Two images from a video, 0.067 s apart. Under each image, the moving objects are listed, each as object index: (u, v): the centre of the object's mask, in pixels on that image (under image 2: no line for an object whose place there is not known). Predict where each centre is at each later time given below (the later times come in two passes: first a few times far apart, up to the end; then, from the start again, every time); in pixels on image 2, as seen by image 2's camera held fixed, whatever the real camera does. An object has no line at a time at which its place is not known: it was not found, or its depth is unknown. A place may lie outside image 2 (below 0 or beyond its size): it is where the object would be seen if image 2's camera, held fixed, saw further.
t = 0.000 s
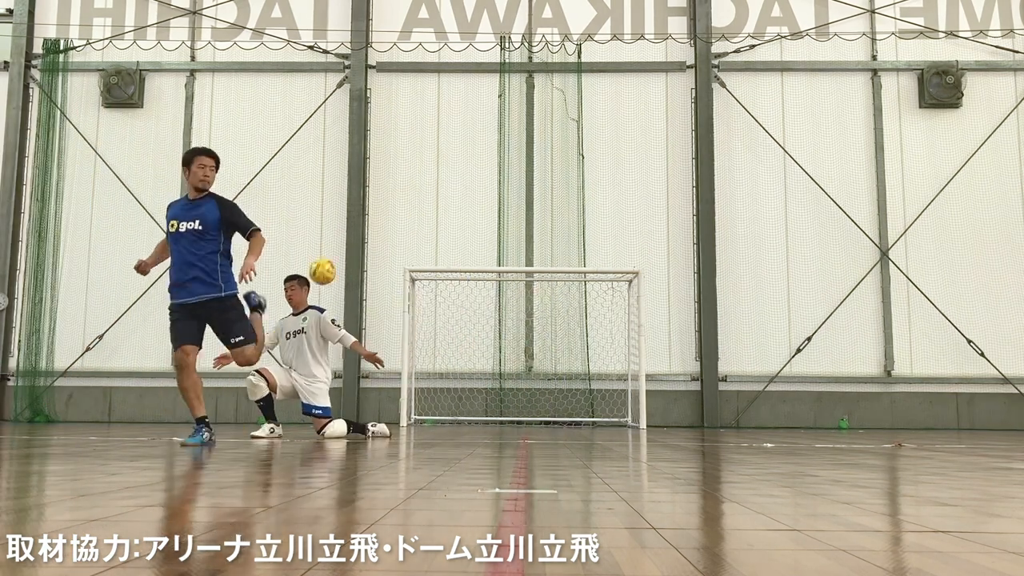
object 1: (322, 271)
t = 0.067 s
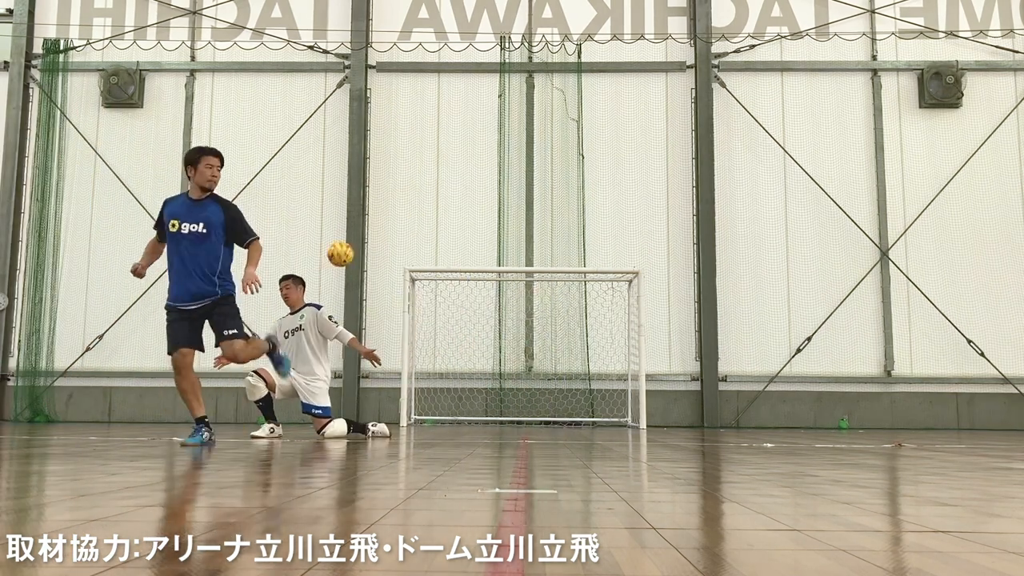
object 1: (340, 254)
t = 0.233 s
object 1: (378, 236)
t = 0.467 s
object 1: (421, 265)
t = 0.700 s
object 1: (455, 339)
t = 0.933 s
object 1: (482, 404)
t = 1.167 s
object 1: (504, 369)
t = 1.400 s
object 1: (521, 379)
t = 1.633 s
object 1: (538, 414)
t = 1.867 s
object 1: (553, 402)
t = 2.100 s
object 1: (566, 416)
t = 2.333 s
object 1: (576, 401)
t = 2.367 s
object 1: (577, 401)
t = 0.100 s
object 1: (348, 247)
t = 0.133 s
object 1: (356, 242)
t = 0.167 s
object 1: (364, 239)
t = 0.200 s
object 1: (371, 237)
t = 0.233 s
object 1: (378, 236)
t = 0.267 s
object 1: (385, 237)
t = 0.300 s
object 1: (391, 239)
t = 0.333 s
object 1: (398, 242)
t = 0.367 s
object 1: (404, 246)
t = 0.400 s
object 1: (410, 251)
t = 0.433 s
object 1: (415, 257)
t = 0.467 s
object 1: (421, 265)
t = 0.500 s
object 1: (426, 272)
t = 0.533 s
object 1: (431, 282)
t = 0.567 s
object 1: (436, 291)
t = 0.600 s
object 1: (441, 302)
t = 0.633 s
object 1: (446, 313)
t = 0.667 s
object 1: (451, 326)
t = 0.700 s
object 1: (455, 339)
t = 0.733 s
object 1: (458, 354)
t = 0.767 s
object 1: (463, 367)
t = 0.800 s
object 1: (468, 383)
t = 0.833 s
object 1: (471, 400)
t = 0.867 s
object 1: (476, 417)
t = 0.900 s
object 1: (479, 414)
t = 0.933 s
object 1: (482, 404)
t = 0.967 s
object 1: (485, 396)
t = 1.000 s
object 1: (489, 388)
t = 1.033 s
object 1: (491, 383)
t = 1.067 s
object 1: (495, 378)
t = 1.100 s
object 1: (497, 374)
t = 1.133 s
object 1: (501, 371)
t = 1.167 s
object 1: (504, 369)
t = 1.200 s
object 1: (506, 367)
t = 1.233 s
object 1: (508, 367)
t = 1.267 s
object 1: (511, 367)
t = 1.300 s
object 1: (514, 370)
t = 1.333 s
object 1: (517, 372)
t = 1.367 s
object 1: (519, 375)
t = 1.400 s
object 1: (521, 379)
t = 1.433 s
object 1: (524, 384)
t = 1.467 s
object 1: (527, 390)
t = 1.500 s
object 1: (529, 396)
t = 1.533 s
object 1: (531, 404)
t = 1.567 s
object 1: (533, 413)
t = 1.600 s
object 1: (536, 420)
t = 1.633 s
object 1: (538, 414)
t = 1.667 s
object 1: (540, 410)
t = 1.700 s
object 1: (542, 406)
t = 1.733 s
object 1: (544, 403)
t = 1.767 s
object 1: (546, 402)
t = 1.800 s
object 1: (549, 401)
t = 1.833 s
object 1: (551, 401)
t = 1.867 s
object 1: (553, 402)
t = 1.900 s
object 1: (555, 403)
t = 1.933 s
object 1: (556, 405)
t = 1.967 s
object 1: (558, 409)
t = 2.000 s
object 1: (560, 413)
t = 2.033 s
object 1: (562, 418)
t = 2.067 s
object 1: (564, 418)
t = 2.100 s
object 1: (566, 416)
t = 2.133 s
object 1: (567, 411)
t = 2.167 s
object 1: (569, 408)
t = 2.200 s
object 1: (571, 404)
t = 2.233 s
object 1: (571, 403)
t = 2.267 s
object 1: (574, 401)
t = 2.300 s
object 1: (575, 400)
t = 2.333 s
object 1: (576, 401)
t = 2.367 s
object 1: (577, 401)
